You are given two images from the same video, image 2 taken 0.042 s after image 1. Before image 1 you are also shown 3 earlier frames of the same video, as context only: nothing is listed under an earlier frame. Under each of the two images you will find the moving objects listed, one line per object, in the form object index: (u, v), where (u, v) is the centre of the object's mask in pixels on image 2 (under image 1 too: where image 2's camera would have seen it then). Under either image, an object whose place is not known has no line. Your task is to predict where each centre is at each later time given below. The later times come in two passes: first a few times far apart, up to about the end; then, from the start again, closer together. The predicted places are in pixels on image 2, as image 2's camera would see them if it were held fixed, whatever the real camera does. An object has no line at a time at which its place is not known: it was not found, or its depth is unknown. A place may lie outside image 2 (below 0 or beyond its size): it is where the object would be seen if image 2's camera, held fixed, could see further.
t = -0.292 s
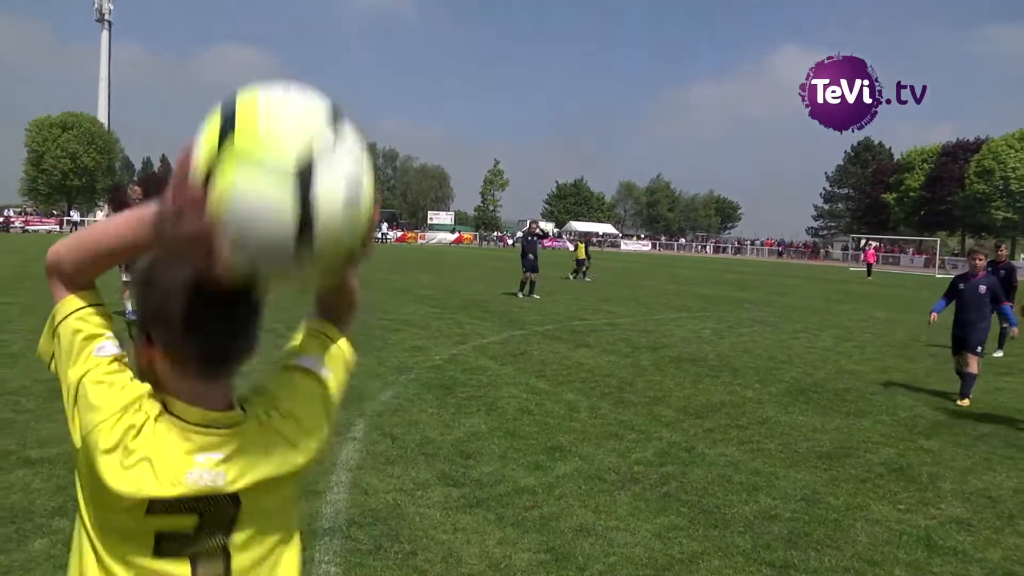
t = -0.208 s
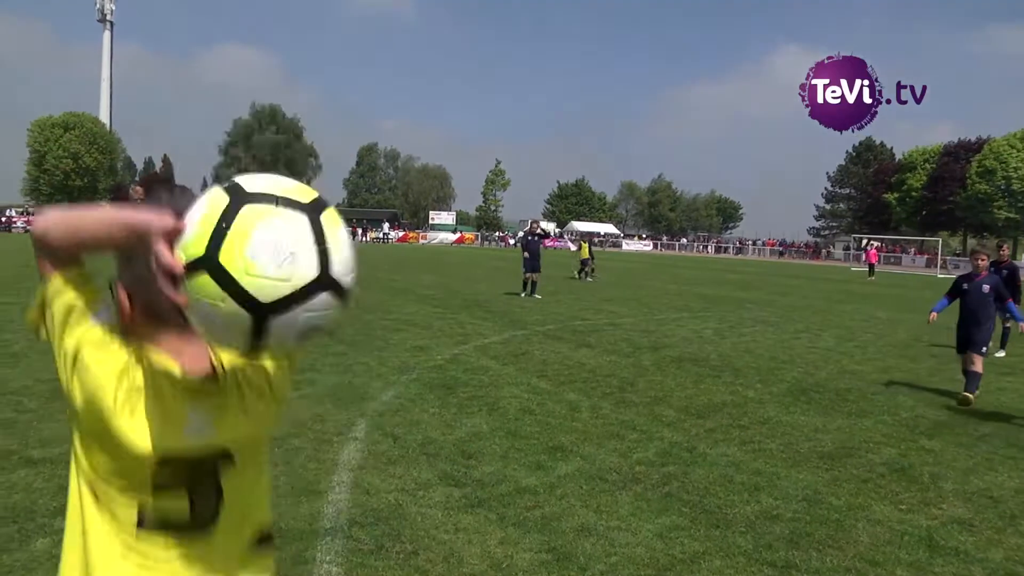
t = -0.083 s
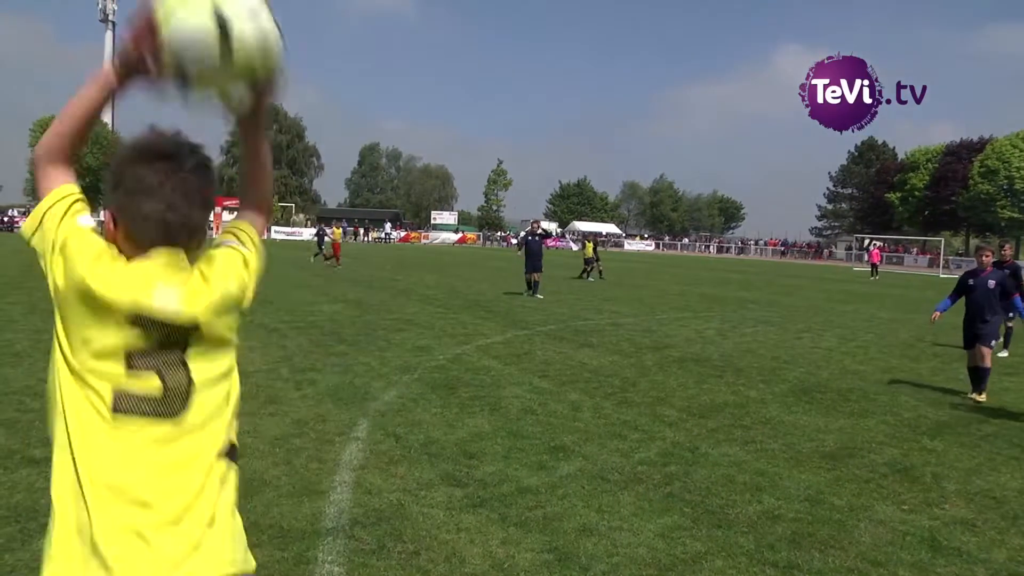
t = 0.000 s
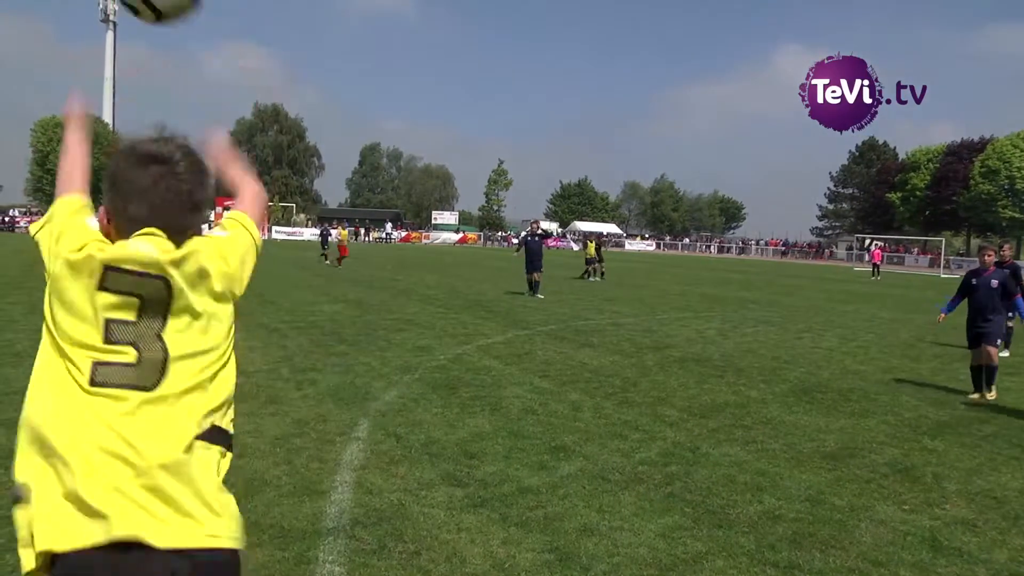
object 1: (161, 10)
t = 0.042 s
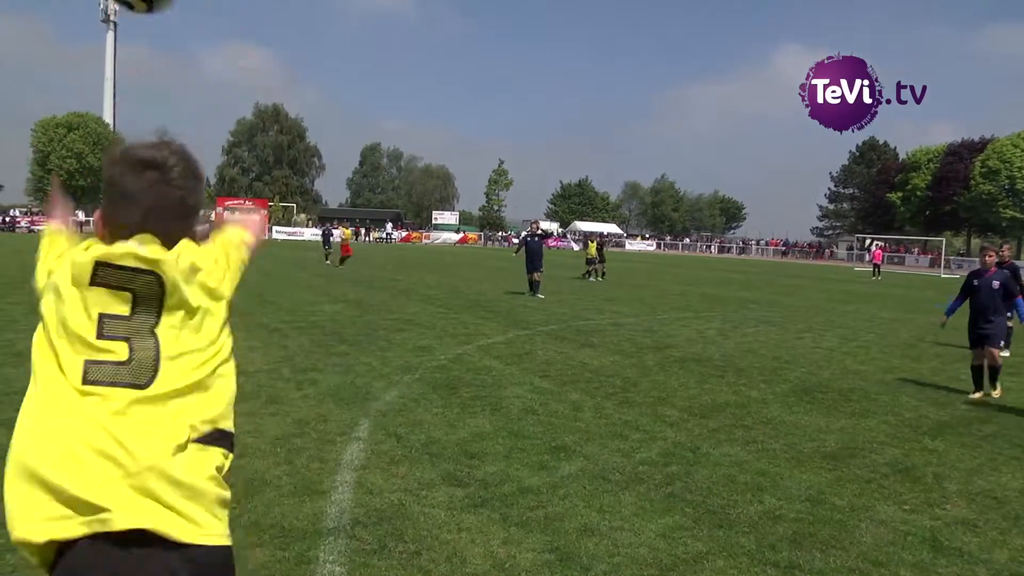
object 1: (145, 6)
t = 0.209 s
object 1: (101, 14)
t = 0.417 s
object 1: (73, 91)
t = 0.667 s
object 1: (63, 216)
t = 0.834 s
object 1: (61, 303)
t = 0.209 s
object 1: (101, 14)
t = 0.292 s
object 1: (88, 35)
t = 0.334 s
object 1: (82, 53)
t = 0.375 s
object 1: (77, 72)
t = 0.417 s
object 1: (73, 91)
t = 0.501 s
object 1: (68, 130)
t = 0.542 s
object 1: (66, 153)
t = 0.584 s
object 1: (65, 174)
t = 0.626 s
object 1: (63, 194)
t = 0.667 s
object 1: (63, 216)
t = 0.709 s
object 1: (61, 238)
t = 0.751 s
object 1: (61, 260)
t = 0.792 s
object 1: (60, 281)
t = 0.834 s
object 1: (61, 303)
